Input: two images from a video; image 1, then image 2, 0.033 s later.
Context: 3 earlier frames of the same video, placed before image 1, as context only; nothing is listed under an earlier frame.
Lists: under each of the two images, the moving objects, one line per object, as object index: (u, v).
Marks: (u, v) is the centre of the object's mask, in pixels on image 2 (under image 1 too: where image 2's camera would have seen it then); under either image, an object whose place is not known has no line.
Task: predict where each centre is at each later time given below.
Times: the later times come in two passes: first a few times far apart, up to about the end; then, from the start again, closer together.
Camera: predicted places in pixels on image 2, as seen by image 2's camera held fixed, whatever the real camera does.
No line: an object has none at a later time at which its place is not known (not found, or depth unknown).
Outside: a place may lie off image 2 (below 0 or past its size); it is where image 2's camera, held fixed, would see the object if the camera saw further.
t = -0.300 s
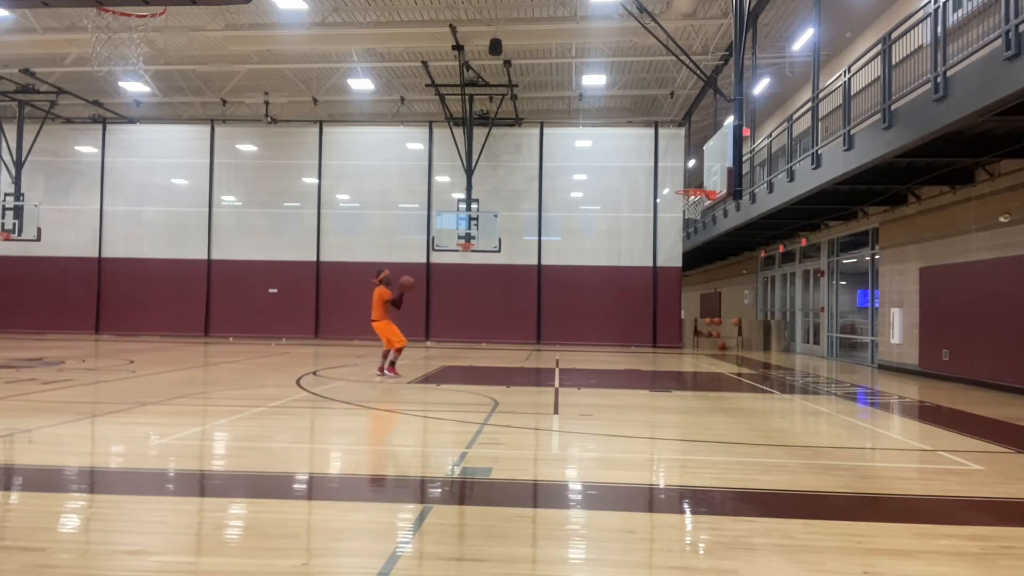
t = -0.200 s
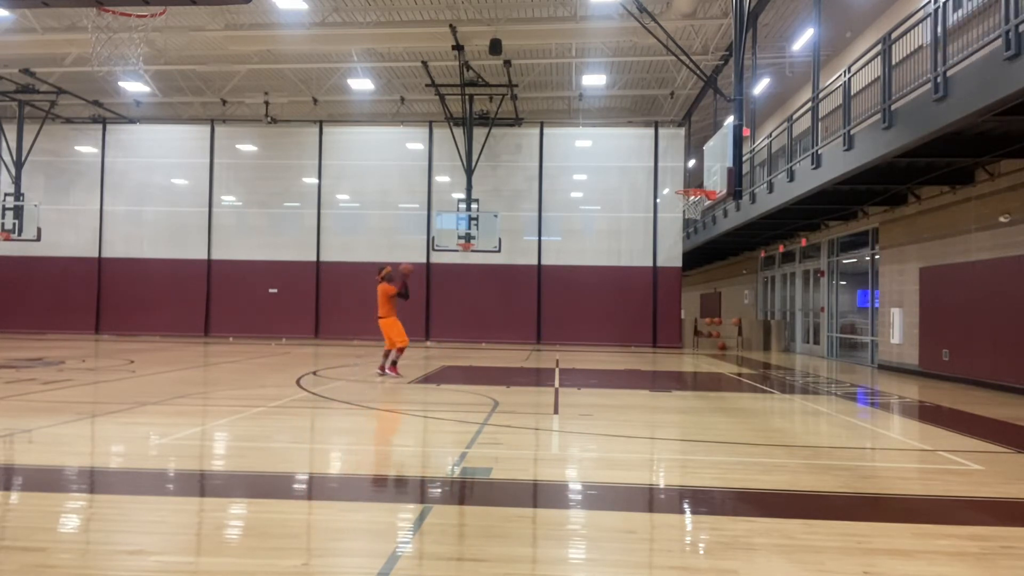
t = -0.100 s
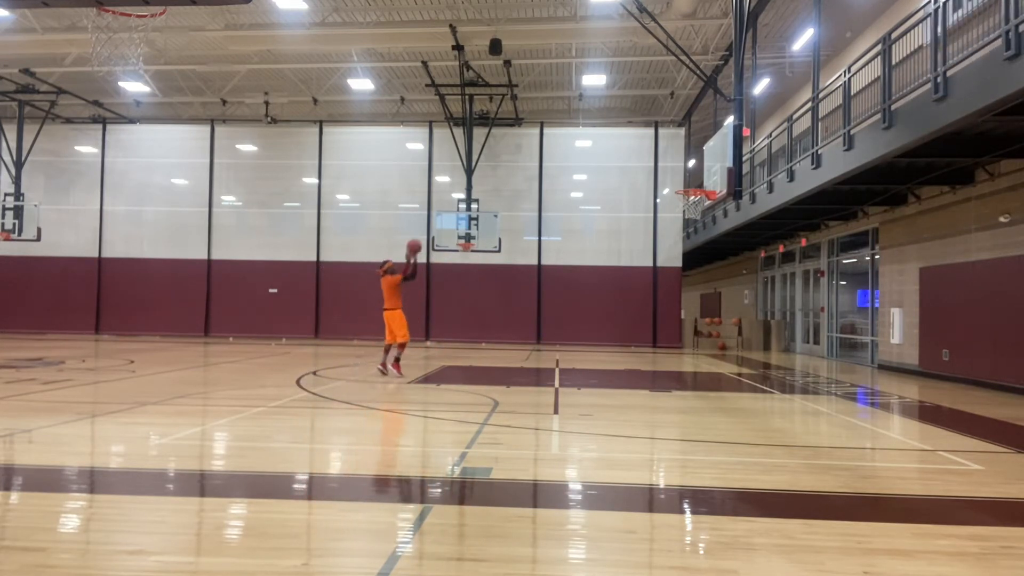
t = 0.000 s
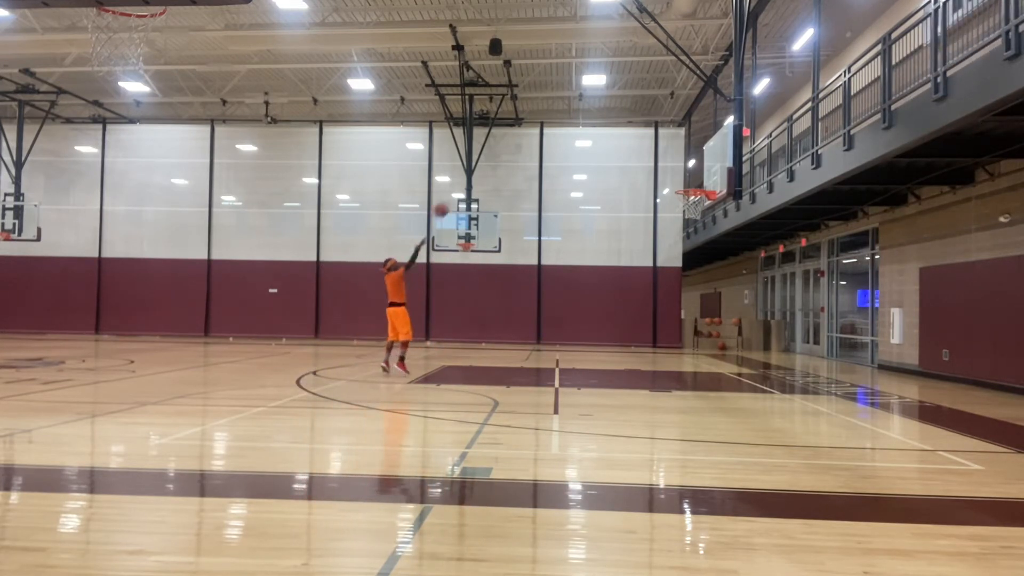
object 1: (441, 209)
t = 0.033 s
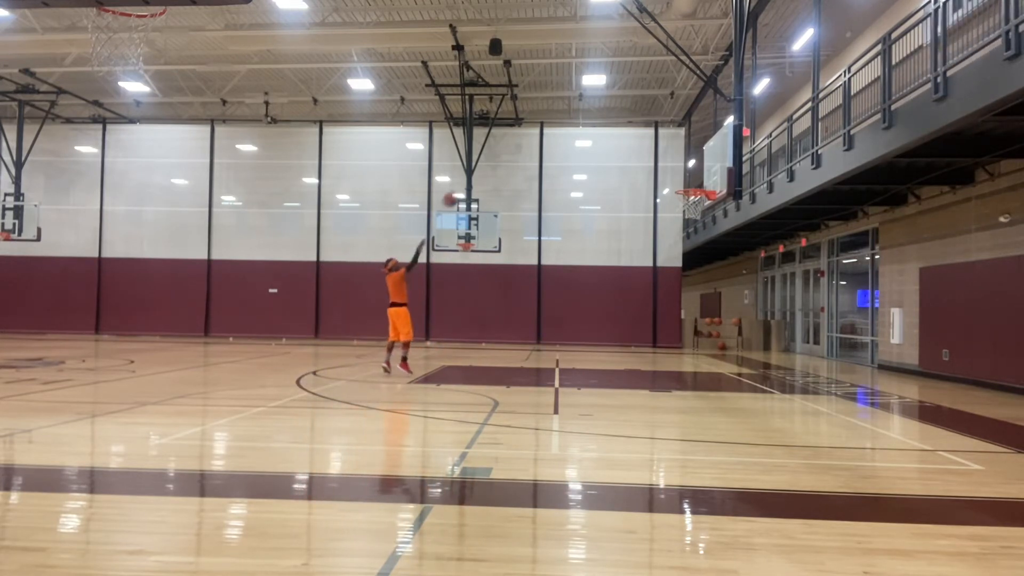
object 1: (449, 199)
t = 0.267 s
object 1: (515, 144)
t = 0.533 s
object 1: (583, 124)
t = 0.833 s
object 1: (656, 153)
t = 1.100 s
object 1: (691, 210)
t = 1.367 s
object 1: (670, 261)
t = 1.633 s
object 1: (650, 359)
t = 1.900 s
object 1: (634, 310)
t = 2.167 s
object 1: (620, 276)
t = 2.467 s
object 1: (602, 291)
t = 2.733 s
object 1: (587, 359)
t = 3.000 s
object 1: (572, 331)
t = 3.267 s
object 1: (559, 314)
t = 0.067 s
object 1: (460, 188)
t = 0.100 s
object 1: (469, 180)
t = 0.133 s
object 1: (478, 171)
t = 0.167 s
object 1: (487, 163)
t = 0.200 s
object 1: (497, 156)
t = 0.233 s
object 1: (506, 150)
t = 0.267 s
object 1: (515, 144)
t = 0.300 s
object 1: (523, 139)
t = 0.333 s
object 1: (532, 135)
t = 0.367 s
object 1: (541, 131)
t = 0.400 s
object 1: (549, 129)
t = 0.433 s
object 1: (558, 127)
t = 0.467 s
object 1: (567, 124)
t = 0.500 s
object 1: (575, 124)
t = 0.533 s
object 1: (583, 124)
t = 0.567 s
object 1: (592, 124)
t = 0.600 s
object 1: (600, 126)
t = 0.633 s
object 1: (608, 128)
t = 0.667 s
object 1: (617, 131)
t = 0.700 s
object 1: (625, 134)
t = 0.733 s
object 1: (633, 137)
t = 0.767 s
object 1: (641, 142)
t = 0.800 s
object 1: (648, 147)
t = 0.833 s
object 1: (656, 153)
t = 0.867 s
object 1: (664, 159)
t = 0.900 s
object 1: (672, 167)
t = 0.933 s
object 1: (679, 174)
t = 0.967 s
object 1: (686, 182)
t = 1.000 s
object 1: (693, 190)
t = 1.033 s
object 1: (693, 194)
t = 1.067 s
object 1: (691, 205)
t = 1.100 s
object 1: (691, 210)
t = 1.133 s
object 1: (688, 214)
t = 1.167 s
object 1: (684, 219)
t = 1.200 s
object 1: (682, 225)
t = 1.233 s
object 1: (679, 231)
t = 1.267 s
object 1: (677, 237)
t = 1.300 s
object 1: (675, 245)
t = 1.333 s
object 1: (672, 253)
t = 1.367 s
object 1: (670, 261)
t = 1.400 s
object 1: (666, 270)
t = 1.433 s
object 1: (663, 279)
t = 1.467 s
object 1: (661, 291)
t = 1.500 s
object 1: (658, 303)
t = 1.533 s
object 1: (656, 316)
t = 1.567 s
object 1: (654, 329)
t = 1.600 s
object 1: (651, 343)
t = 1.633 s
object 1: (650, 359)
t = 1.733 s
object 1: (643, 357)
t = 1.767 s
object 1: (641, 345)
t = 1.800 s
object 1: (640, 335)
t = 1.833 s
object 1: (638, 326)
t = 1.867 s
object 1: (636, 318)
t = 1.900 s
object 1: (634, 310)
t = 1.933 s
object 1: (633, 303)
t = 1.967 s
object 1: (631, 297)
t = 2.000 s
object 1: (629, 292)
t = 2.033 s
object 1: (627, 287)
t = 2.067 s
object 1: (626, 283)
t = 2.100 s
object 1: (624, 280)
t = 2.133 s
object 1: (622, 277)
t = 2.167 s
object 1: (620, 276)
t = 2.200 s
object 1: (618, 274)
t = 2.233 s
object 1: (616, 274)
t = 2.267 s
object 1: (614, 274)
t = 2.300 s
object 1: (613, 275)
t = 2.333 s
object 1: (610, 277)
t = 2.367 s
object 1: (608, 279)
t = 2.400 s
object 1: (606, 283)
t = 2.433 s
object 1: (604, 287)
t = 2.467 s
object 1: (602, 291)
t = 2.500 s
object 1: (600, 297)
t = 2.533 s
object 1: (598, 303)
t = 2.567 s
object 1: (596, 311)
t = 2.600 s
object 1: (594, 318)
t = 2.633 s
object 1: (592, 327)
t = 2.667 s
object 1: (590, 337)
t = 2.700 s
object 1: (589, 347)
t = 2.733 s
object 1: (587, 359)
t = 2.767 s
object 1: (585, 370)
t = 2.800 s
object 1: (583, 377)
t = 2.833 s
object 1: (581, 367)
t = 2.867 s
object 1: (580, 359)
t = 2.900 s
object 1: (578, 351)
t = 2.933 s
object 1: (576, 343)
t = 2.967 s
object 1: (574, 337)
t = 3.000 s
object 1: (572, 331)
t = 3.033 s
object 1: (571, 325)
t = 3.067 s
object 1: (569, 322)
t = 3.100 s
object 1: (568, 318)
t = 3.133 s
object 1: (566, 316)
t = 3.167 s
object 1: (564, 314)
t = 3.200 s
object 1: (563, 313)
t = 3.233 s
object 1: (561, 313)
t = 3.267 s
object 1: (559, 314)
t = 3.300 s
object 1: (557, 314)
